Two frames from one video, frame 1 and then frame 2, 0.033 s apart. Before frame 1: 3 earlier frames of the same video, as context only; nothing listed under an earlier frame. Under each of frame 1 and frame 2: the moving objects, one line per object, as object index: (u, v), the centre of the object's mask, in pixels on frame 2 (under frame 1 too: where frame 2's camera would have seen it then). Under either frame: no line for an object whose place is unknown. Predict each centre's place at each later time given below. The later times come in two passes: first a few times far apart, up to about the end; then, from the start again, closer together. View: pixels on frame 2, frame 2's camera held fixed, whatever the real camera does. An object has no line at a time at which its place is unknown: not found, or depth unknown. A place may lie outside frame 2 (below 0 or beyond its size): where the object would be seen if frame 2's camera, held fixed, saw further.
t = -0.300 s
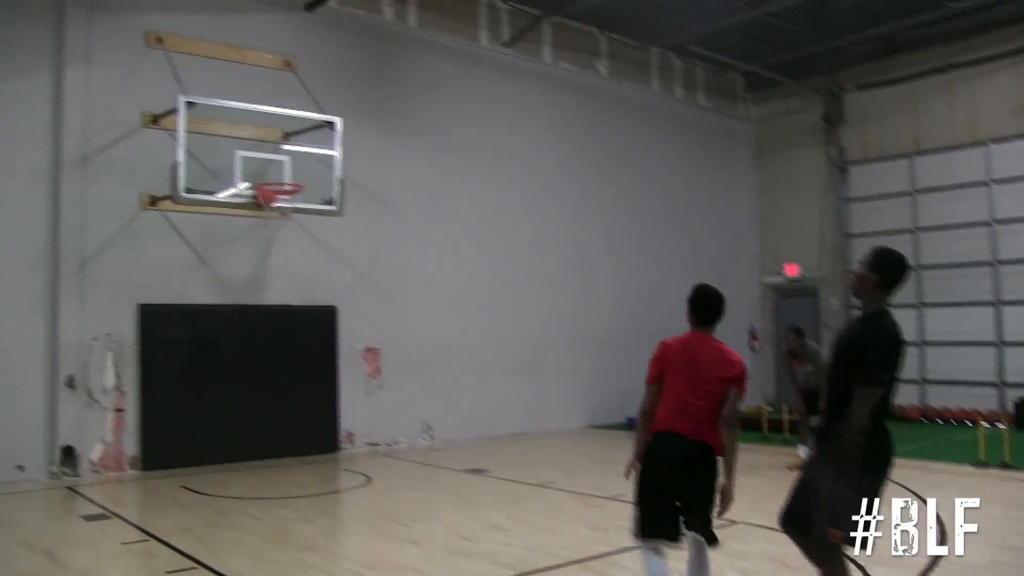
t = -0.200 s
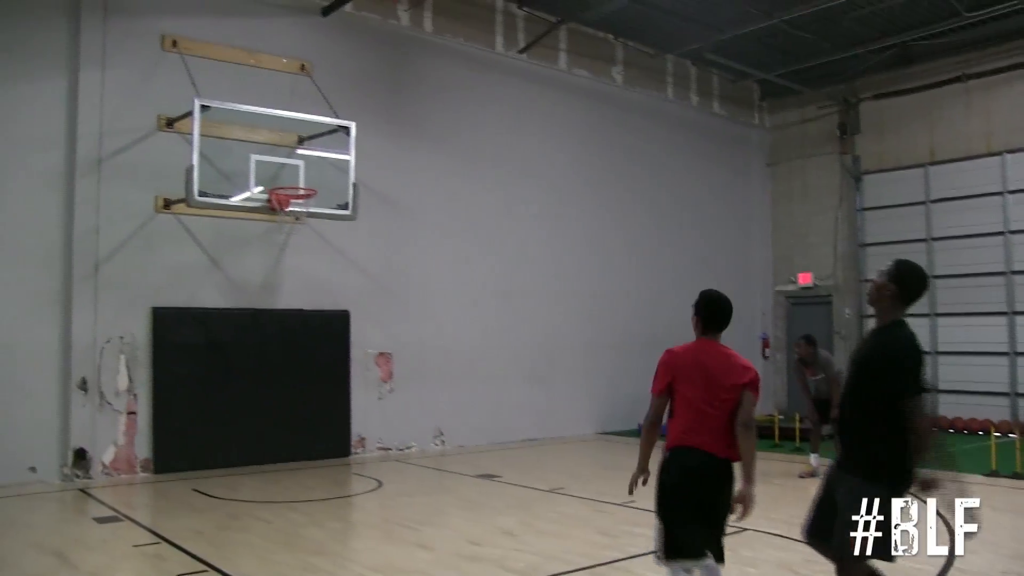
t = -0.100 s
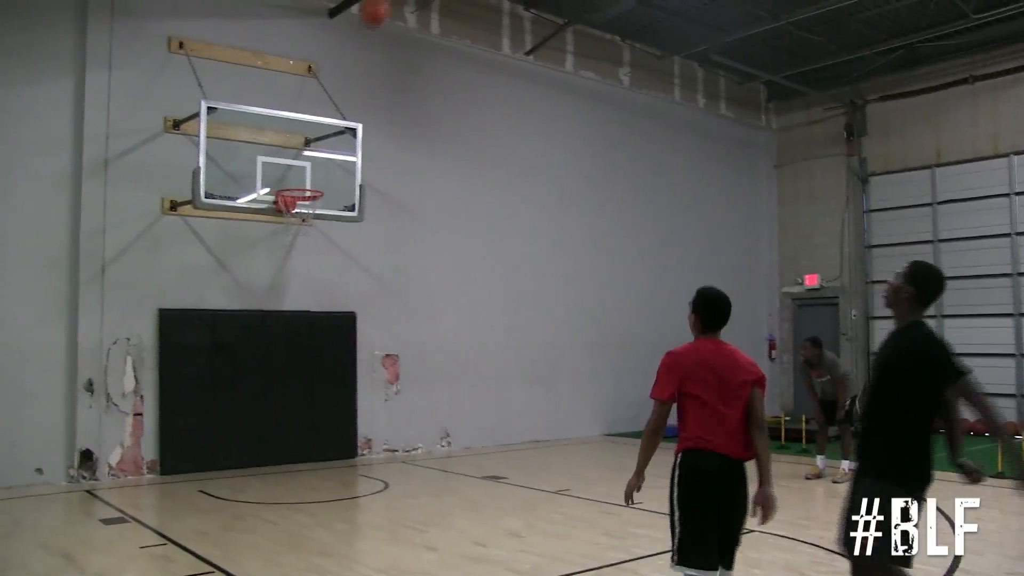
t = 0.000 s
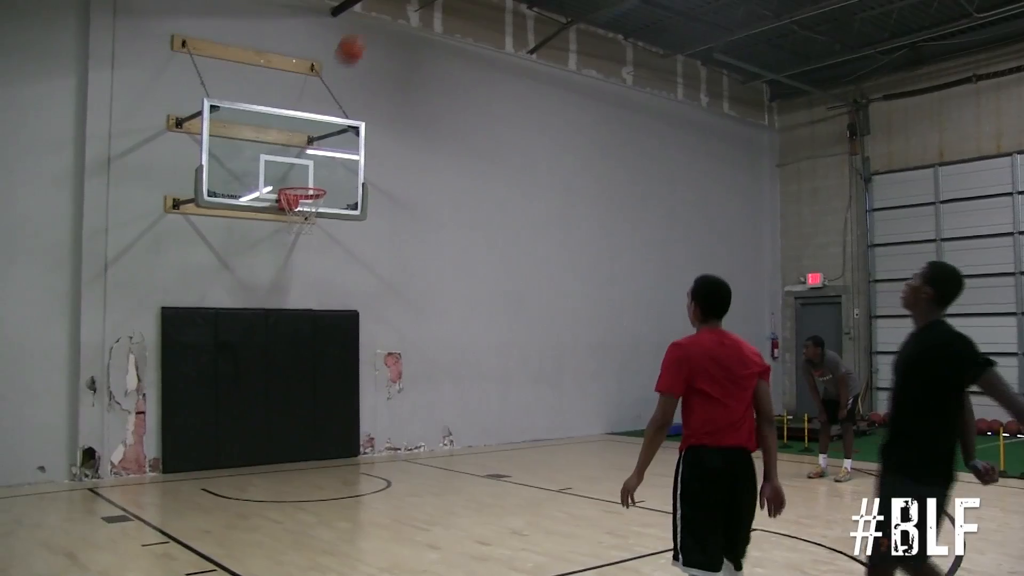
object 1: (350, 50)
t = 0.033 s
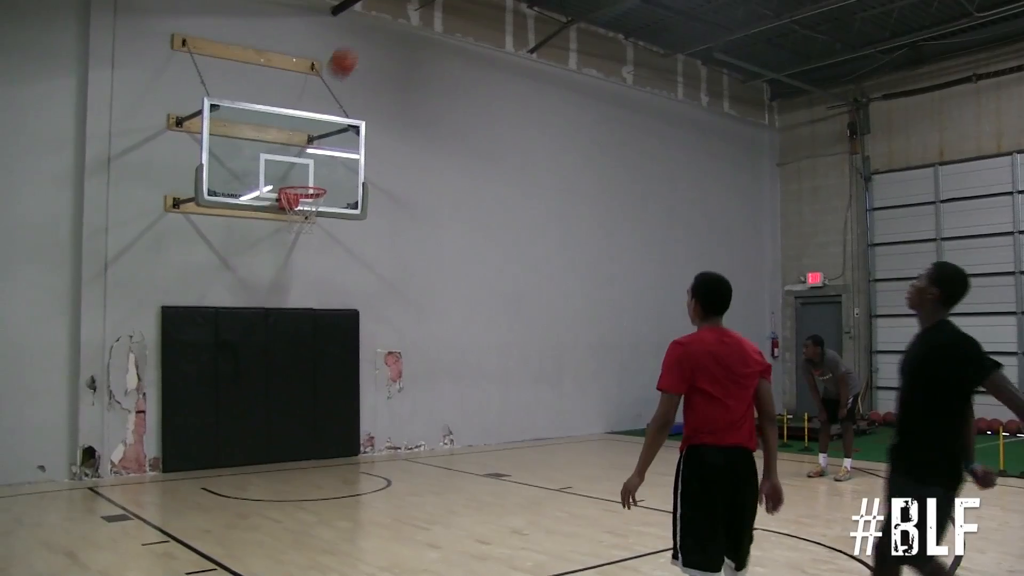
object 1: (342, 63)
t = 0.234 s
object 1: (298, 163)
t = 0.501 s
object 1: (284, 173)
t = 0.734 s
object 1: (293, 182)
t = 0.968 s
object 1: (320, 209)
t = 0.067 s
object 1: (335, 77)
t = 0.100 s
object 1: (327, 94)
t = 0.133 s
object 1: (319, 110)
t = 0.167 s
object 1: (312, 128)
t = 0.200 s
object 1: (305, 142)
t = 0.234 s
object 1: (298, 163)
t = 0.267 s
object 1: (292, 177)
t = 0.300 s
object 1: (298, 186)
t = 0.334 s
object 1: (313, 190)
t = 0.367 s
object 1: (307, 185)
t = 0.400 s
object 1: (299, 181)
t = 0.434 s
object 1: (293, 178)
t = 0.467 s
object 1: (289, 175)
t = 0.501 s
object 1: (284, 173)
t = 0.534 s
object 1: (280, 172)
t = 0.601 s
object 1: (278, 172)
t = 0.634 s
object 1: (282, 173)
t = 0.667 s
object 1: (285, 176)
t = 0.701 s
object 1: (289, 179)
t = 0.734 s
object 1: (293, 182)
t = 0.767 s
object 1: (297, 183)
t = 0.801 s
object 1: (302, 188)
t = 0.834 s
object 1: (308, 192)
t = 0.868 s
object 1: (313, 197)
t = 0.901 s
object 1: (316, 201)
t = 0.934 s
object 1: (319, 207)
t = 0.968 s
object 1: (320, 209)
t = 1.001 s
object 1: (319, 211)
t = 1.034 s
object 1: (319, 214)
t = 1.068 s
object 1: (318, 217)
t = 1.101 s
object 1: (316, 222)
